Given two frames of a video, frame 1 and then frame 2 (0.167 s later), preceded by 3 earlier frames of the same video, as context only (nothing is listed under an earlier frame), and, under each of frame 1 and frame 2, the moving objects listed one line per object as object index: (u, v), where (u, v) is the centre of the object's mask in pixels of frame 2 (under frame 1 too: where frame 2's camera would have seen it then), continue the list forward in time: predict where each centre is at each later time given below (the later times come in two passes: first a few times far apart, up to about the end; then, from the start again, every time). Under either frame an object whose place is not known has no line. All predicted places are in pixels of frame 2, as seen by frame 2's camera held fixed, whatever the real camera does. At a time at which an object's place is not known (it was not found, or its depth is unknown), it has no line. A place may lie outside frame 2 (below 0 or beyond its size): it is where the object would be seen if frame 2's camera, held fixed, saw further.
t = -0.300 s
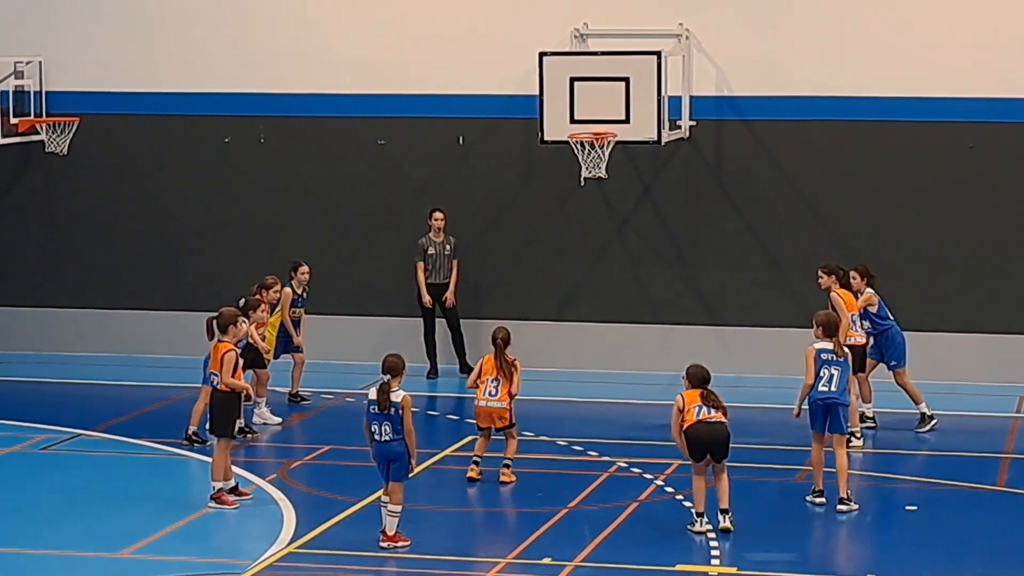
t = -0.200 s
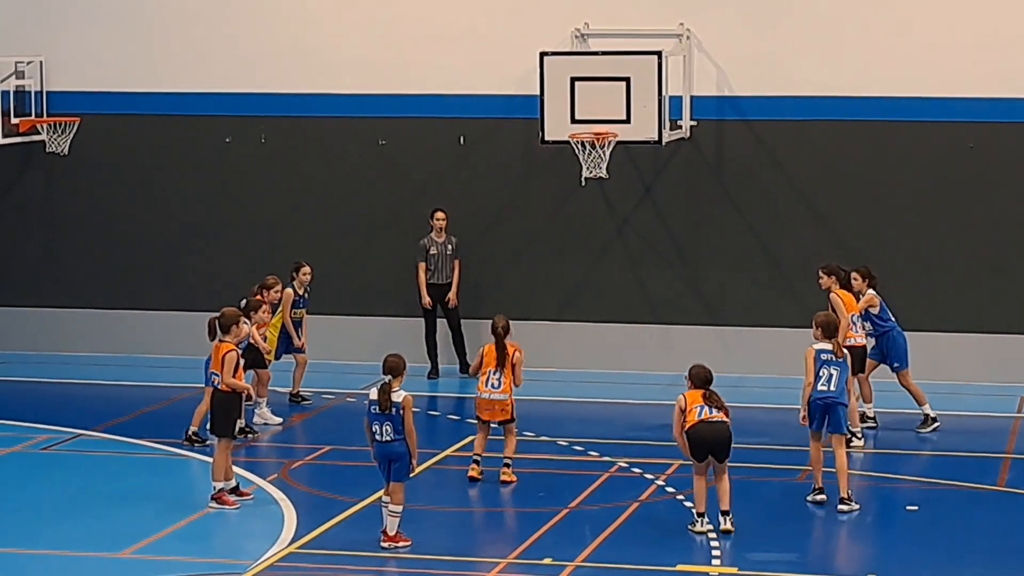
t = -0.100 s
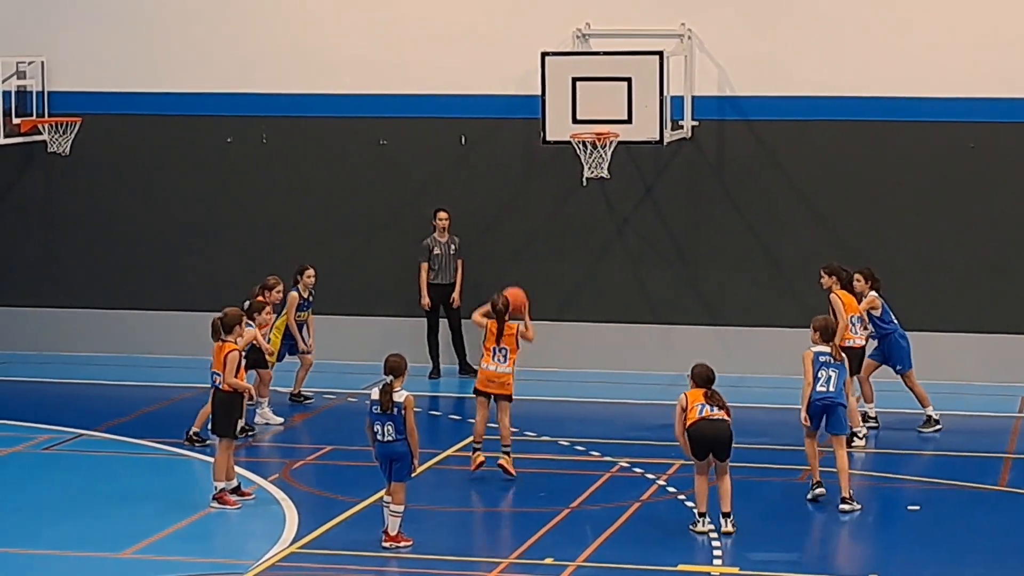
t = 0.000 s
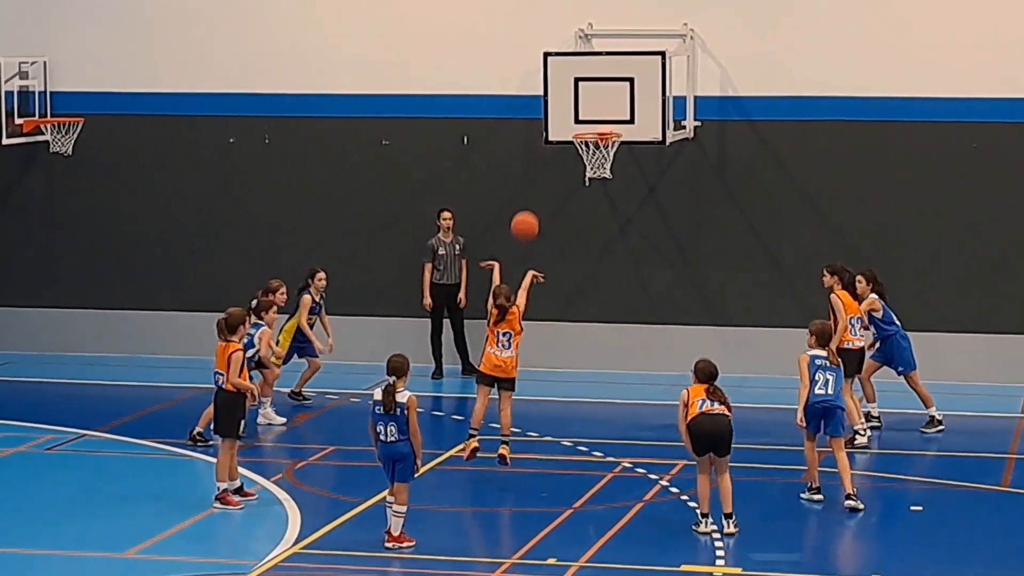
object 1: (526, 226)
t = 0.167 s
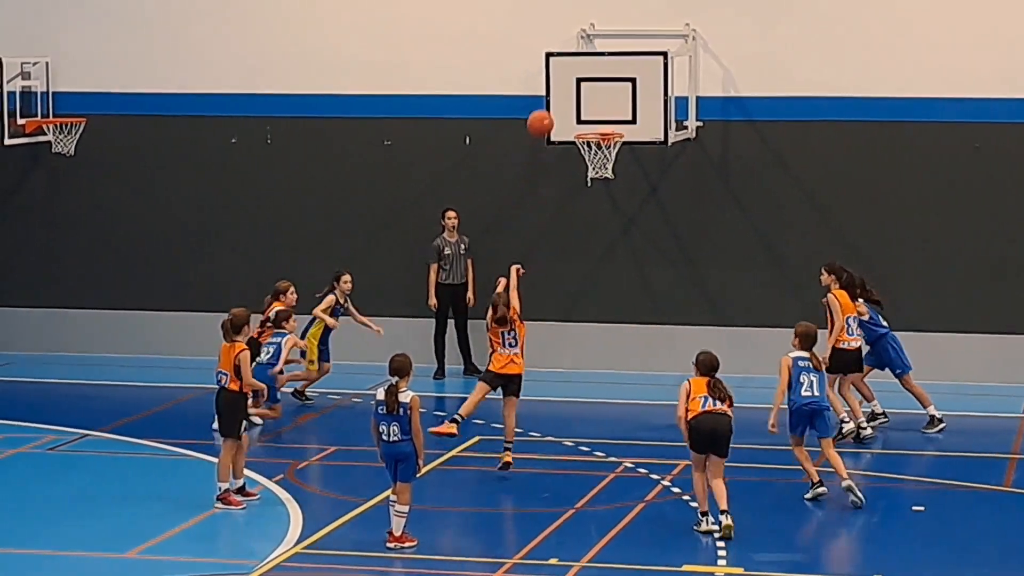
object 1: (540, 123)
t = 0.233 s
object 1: (546, 92)
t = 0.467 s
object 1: (564, 30)
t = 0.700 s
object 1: (580, 30)
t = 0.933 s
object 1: (593, 87)
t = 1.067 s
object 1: (602, 146)
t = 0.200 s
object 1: (543, 107)
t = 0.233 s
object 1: (546, 92)
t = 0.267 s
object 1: (548, 79)
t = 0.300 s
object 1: (551, 68)
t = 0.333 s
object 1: (554, 57)
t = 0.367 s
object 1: (557, 49)
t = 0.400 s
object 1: (559, 40)
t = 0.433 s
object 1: (562, 34)
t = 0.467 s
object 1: (564, 30)
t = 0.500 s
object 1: (566, 26)
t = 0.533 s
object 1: (569, 24)
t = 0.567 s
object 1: (571, 22)
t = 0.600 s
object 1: (573, 23)
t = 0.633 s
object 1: (575, 24)
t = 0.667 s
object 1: (578, 26)
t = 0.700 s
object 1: (580, 30)
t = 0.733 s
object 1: (582, 35)
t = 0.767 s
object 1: (584, 40)
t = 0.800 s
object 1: (586, 47)
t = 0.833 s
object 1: (588, 56)
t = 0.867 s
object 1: (590, 65)
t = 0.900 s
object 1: (592, 76)
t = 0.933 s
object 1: (593, 87)
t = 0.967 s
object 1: (595, 99)
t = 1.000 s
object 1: (597, 113)
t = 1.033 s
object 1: (598, 126)
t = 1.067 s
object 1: (602, 146)
